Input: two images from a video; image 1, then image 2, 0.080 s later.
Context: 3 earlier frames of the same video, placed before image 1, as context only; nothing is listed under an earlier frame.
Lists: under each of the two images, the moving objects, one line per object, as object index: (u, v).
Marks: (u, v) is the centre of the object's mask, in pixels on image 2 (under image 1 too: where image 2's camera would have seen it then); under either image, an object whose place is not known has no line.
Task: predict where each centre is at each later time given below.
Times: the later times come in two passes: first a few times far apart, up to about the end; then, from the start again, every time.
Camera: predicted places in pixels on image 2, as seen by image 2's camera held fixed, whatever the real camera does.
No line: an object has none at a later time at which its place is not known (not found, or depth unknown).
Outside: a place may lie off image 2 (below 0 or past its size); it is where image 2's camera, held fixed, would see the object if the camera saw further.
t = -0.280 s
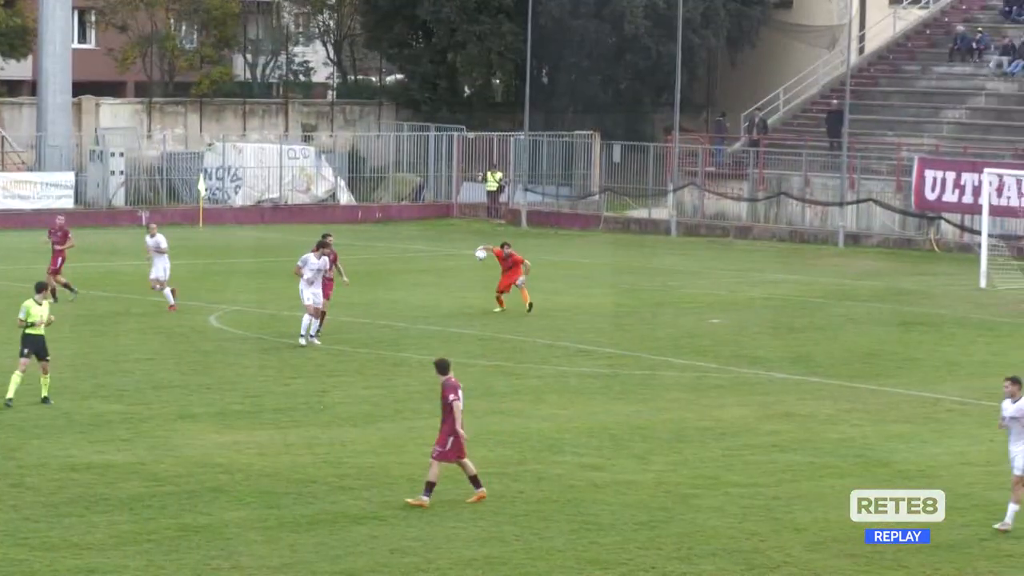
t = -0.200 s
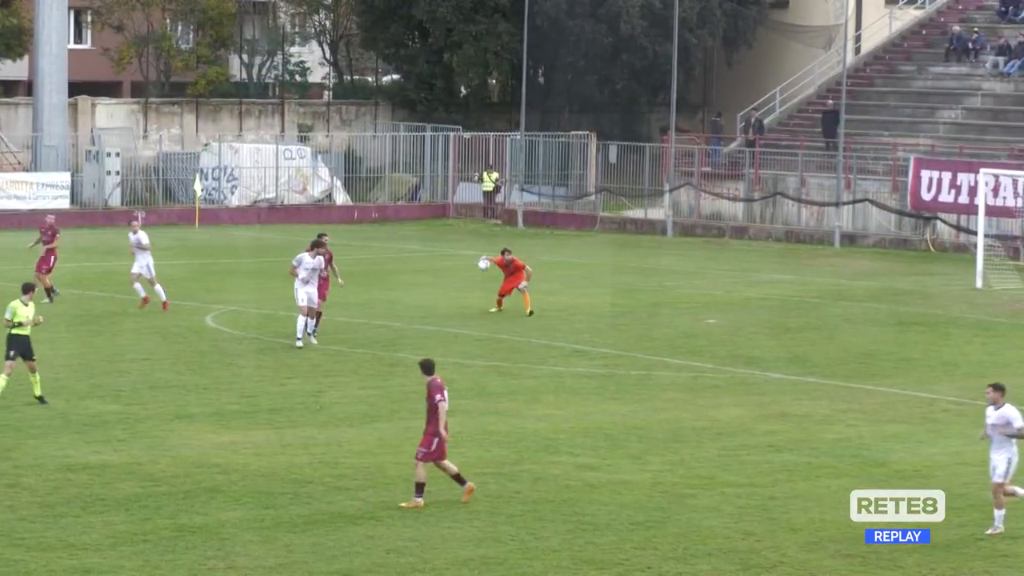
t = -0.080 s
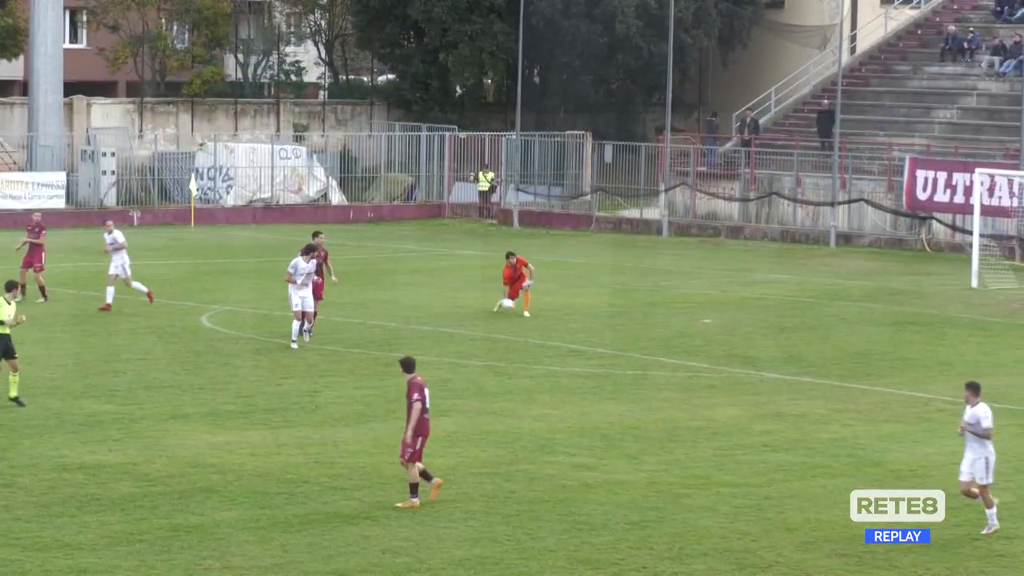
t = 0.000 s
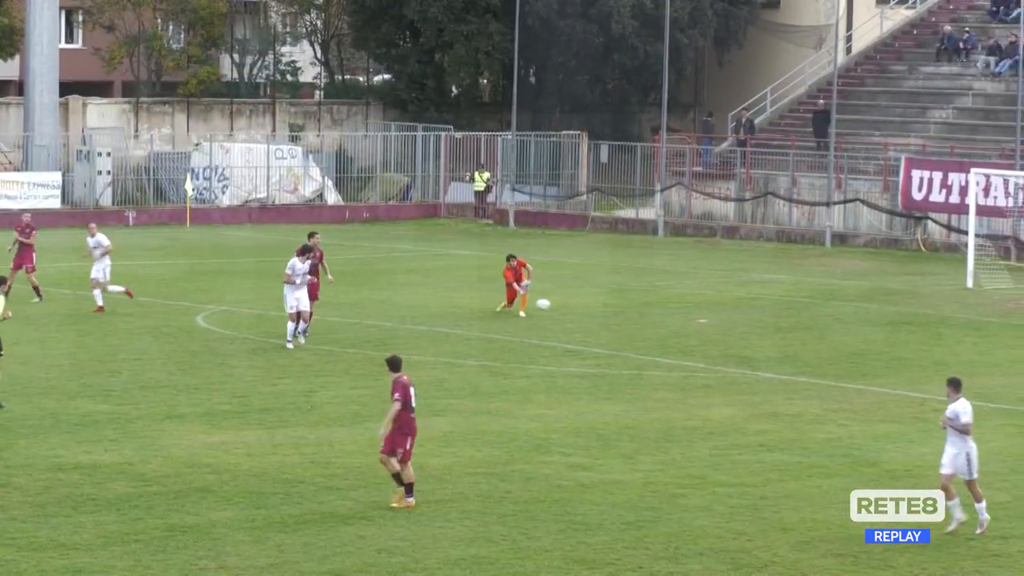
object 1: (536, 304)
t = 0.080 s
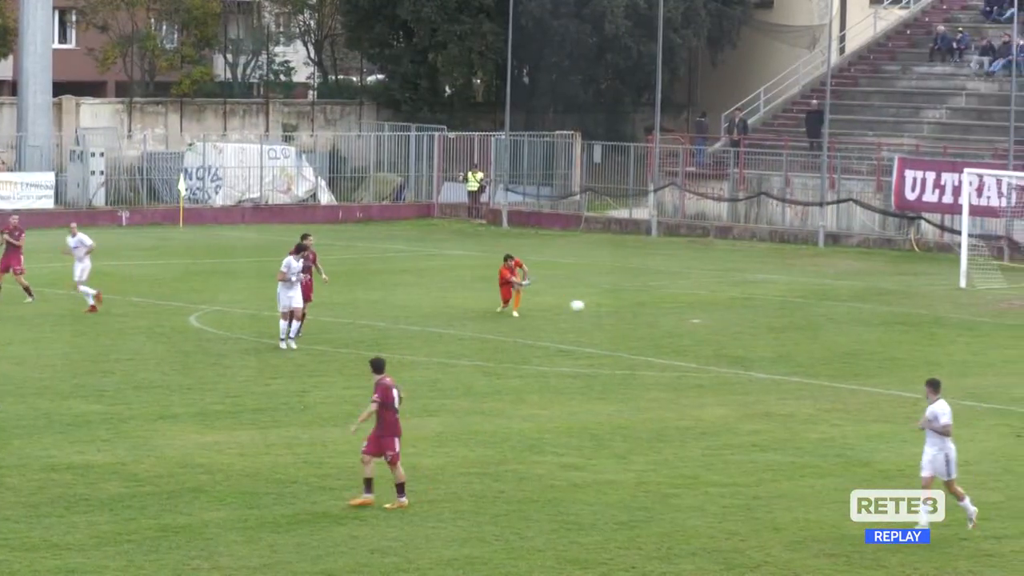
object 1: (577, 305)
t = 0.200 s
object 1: (639, 316)
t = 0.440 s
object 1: (756, 341)
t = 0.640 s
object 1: (847, 362)
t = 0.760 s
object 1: (895, 370)
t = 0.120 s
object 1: (597, 308)
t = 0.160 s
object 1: (618, 311)
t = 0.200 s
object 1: (639, 316)
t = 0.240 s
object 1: (660, 321)
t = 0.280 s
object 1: (681, 328)
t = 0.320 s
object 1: (702, 338)
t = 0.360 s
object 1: (721, 340)
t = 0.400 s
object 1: (739, 340)
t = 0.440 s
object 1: (756, 341)
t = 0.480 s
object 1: (774, 344)
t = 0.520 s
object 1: (792, 347)
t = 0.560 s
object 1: (811, 352)
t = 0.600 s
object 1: (830, 359)
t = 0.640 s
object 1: (847, 362)
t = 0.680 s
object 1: (863, 364)
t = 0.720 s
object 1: (879, 366)
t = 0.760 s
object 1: (895, 370)
